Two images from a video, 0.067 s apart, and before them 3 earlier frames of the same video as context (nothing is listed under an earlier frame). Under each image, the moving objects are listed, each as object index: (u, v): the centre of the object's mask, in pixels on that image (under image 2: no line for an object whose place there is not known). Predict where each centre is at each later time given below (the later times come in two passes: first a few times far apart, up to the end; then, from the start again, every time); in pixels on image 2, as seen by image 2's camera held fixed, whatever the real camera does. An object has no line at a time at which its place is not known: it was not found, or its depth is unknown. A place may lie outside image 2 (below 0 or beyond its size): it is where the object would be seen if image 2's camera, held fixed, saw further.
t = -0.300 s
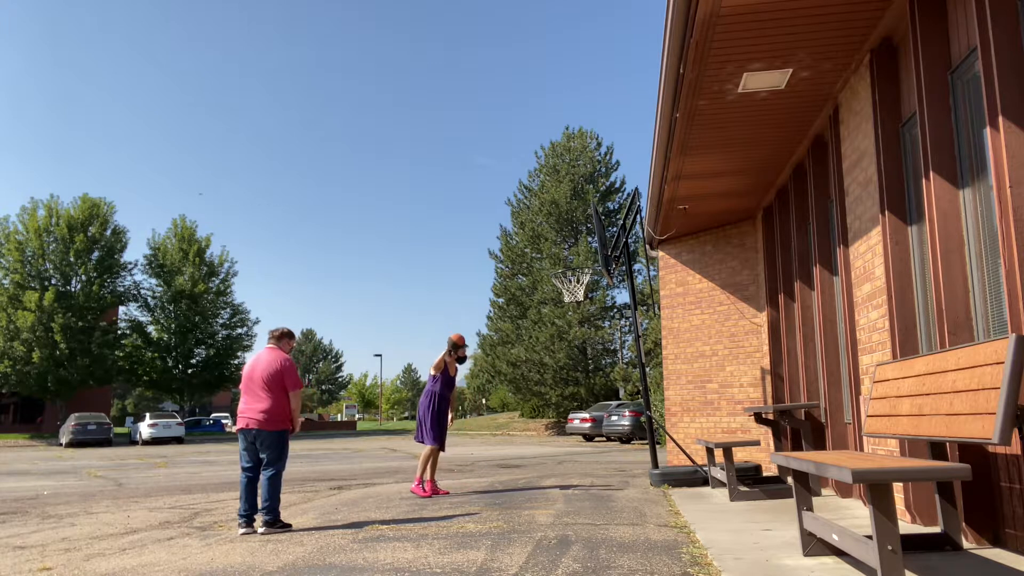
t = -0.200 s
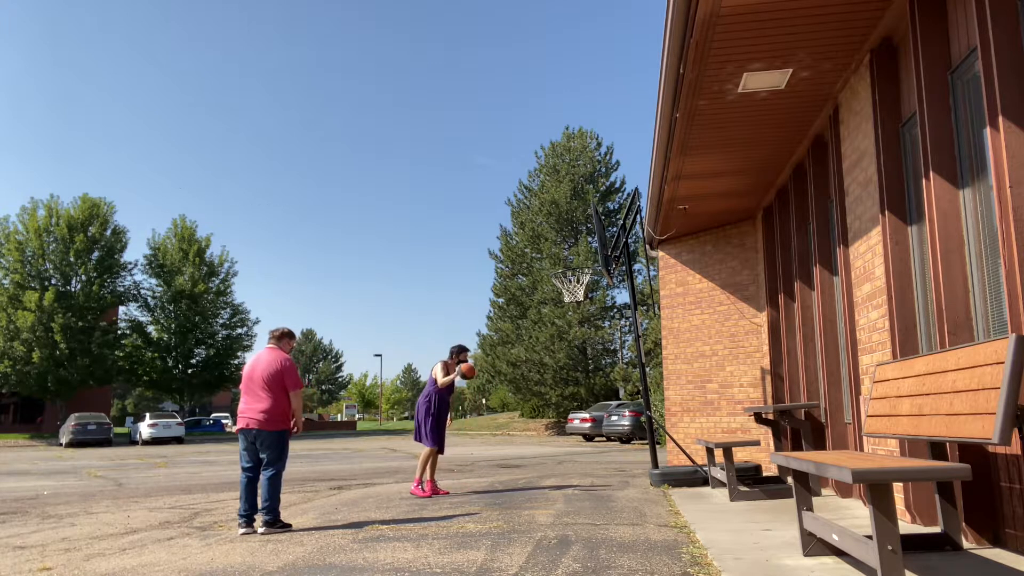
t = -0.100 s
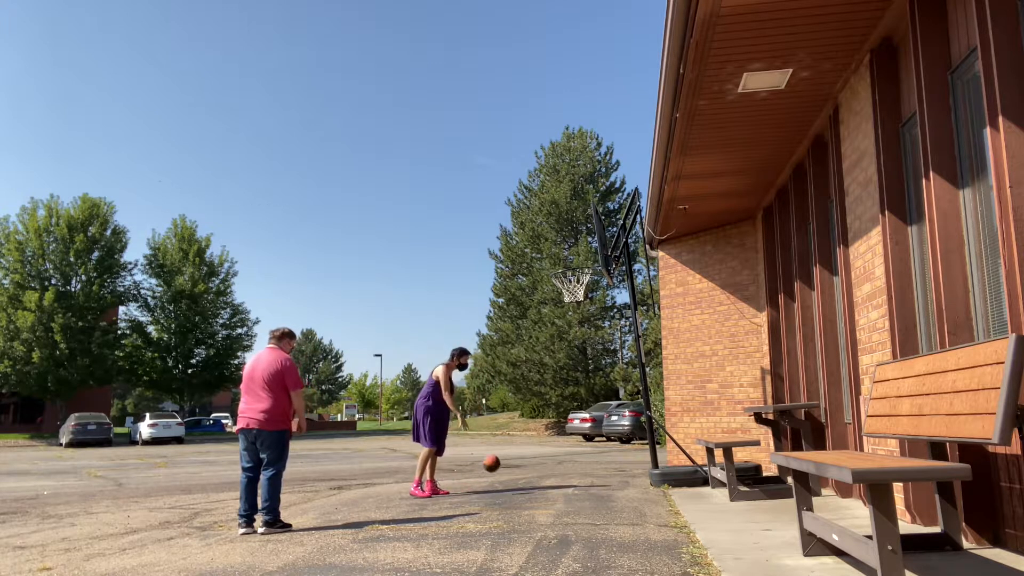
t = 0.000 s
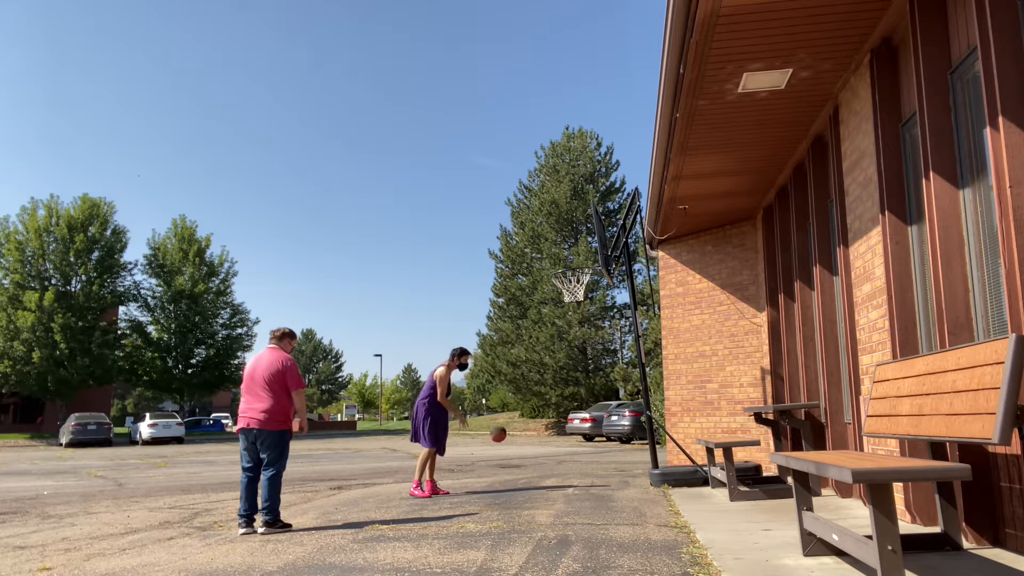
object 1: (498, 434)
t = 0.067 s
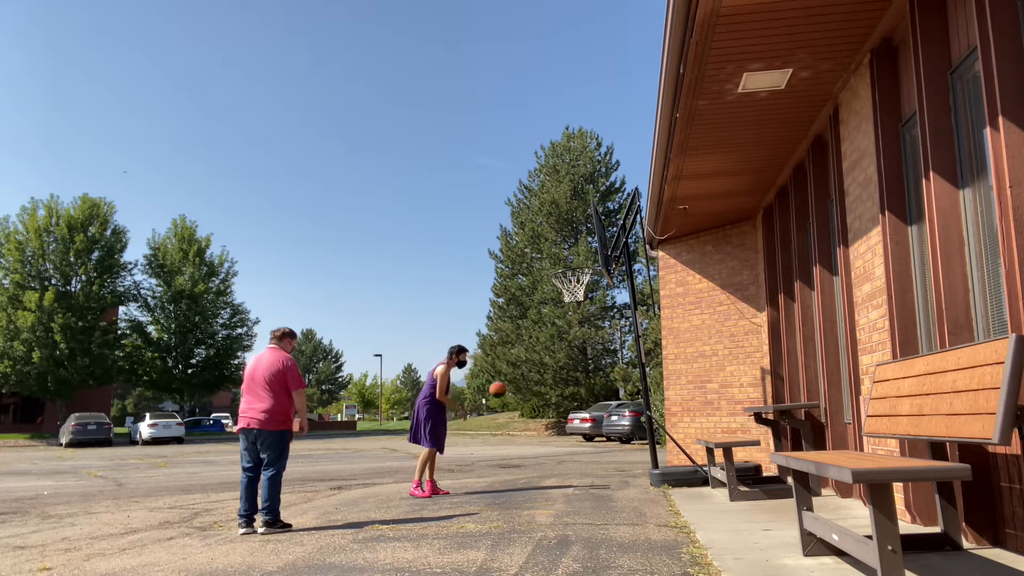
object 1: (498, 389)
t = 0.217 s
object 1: (498, 312)
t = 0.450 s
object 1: (499, 242)
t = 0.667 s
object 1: (501, 222)
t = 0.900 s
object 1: (504, 239)
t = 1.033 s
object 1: (504, 268)
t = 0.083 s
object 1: (497, 378)
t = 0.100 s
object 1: (498, 370)
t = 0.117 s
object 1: (498, 360)
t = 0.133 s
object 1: (497, 351)
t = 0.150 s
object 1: (497, 344)
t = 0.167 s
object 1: (497, 336)
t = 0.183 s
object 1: (498, 327)
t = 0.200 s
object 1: (497, 320)
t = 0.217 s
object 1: (498, 312)
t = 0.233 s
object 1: (499, 305)
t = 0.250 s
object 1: (499, 299)
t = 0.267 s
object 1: (499, 292)
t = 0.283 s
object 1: (499, 288)
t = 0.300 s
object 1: (499, 282)
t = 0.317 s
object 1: (499, 277)
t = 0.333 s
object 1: (499, 271)
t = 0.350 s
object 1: (499, 267)
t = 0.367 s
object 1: (499, 262)
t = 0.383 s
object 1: (498, 257)
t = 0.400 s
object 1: (499, 253)
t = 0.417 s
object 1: (500, 249)
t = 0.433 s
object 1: (499, 245)
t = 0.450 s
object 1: (499, 242)
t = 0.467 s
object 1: (500, 239)
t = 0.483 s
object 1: (500, 236)
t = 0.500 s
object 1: (500, 234)
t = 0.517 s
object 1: (500, 231)
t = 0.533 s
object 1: (500, 229)
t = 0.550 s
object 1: (500, 227)
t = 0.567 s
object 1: (501, 226)
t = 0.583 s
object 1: (501, 225)
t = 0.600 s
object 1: (501, 224)
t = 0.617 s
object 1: (501, 223)
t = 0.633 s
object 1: (501, 223)
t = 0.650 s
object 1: (501, 223)
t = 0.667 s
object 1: (501, 222)
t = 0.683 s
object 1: (501, 222)
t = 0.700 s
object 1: (502, 222)
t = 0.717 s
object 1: (502, 222)
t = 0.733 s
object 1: (502, 222)
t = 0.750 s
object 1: (502, 223)
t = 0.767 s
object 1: (502, 224)
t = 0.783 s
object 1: (502, 225)
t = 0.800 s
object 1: (502, 227)
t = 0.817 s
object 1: (502, 228)
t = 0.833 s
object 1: (502, 230)
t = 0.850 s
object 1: (502, 232)
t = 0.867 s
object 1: (503, 234)
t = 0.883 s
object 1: (503, 237)
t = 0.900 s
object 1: (504, 239)
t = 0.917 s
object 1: (504, 241)
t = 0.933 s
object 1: (504, 246)
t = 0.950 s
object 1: (504, 249)
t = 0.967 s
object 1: (505, 253)
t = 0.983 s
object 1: (504, 255)
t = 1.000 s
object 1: (505, 261)
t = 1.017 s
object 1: (504, 265)
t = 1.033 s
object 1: (504, 268)
